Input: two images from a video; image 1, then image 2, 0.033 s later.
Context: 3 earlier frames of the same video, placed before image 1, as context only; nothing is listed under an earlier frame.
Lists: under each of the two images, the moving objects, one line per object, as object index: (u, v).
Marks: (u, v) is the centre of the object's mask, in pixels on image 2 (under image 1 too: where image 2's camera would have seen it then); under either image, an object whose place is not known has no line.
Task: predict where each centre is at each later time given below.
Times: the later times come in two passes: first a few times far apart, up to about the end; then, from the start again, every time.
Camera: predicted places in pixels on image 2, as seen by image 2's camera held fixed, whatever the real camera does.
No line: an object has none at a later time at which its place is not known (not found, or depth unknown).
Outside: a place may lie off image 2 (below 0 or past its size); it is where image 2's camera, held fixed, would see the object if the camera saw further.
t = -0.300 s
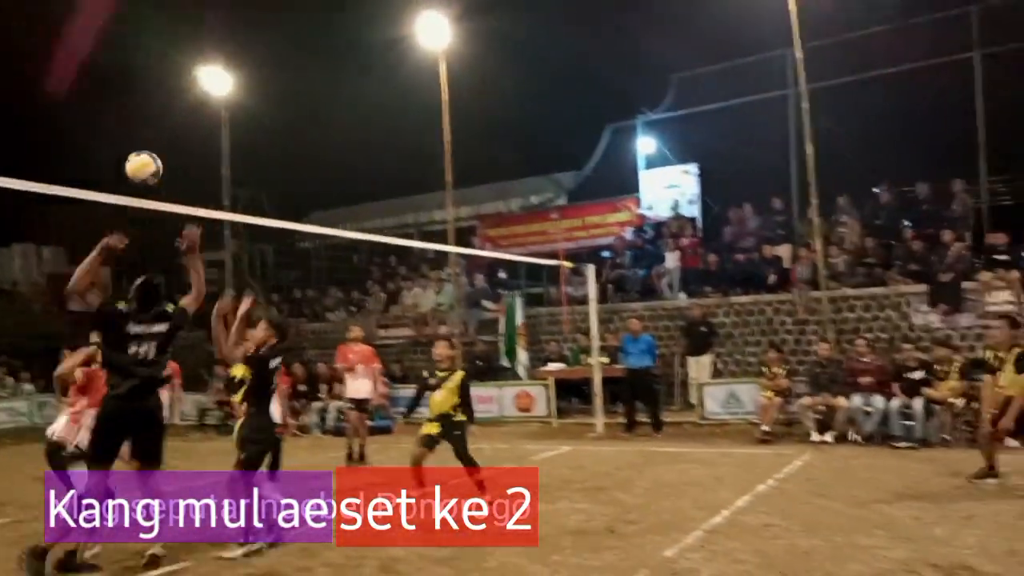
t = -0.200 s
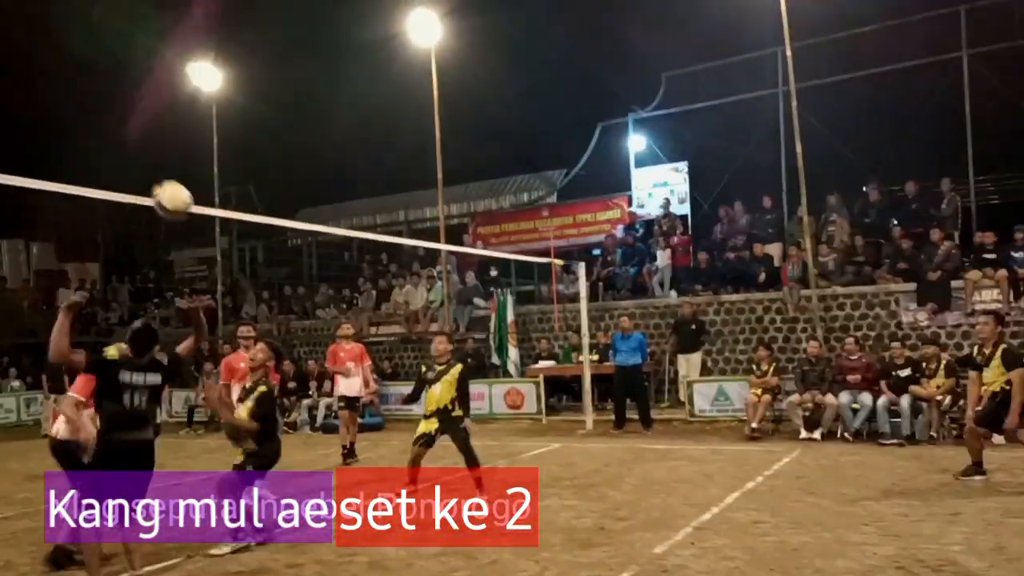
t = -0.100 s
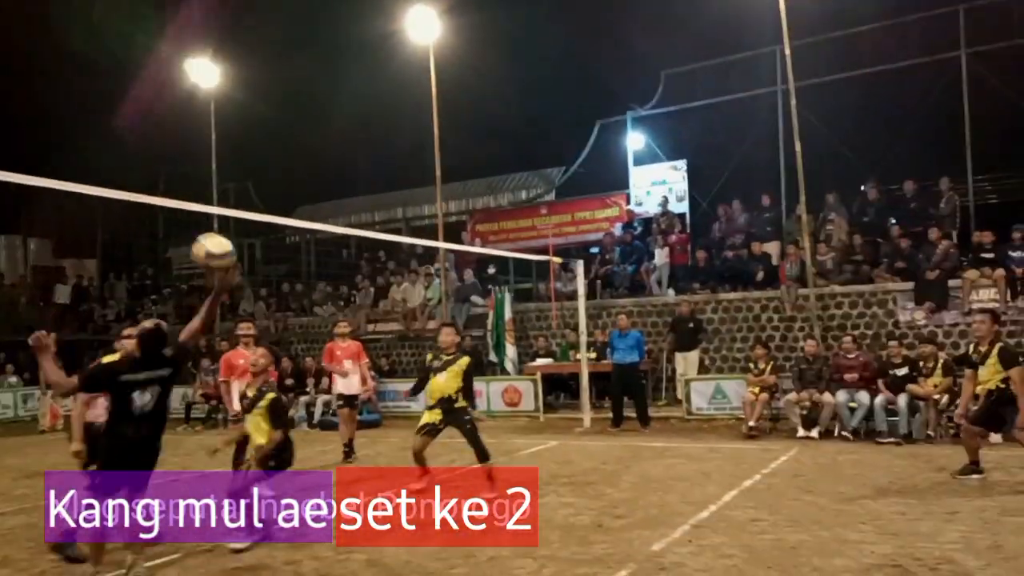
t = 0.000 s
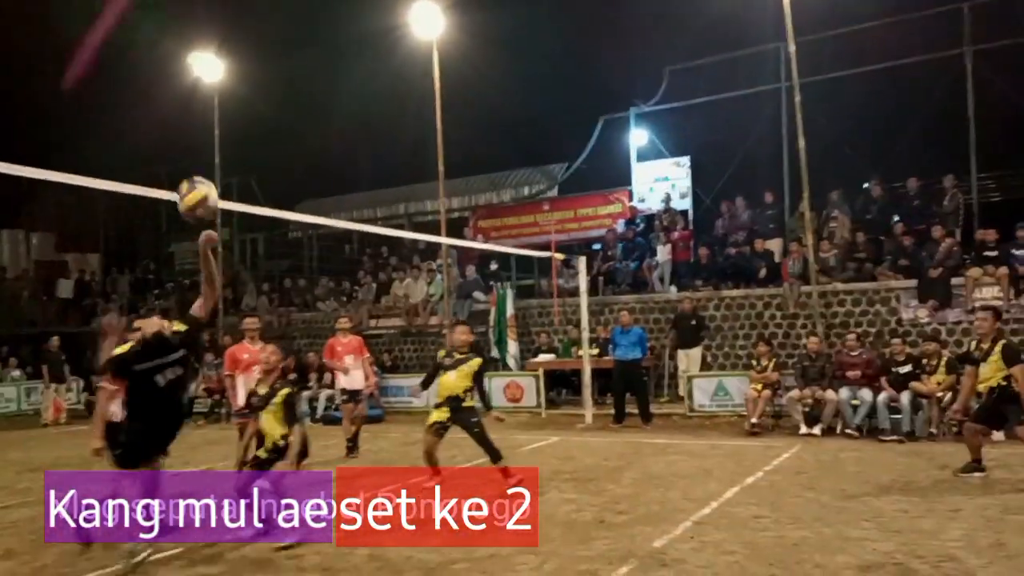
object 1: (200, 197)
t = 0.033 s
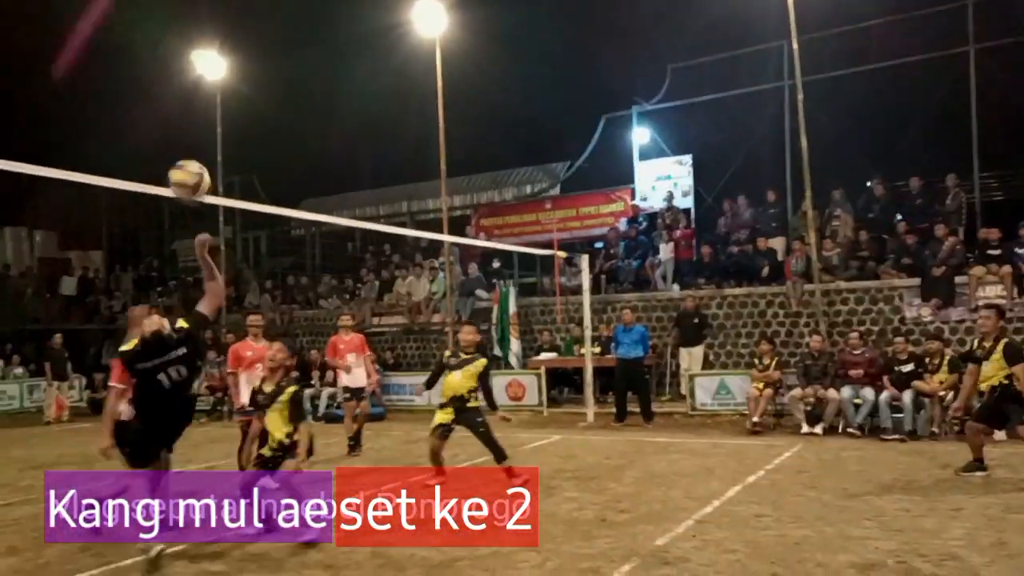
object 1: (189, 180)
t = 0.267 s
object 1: (107, 114)
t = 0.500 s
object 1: (11, 153)
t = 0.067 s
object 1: (178, 166)
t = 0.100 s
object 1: (166, 152)
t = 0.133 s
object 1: (156, 143)
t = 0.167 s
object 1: (143, 131)
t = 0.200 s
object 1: (131, 124)
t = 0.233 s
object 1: (120, 118)
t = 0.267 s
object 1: (107, 114)
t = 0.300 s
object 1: (94, 112)
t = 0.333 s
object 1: (81, 112)
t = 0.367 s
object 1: (67, 115)
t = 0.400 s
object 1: (54, 121)
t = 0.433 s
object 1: (40, 129)
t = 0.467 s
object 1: (26, 139)
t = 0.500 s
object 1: (11, 153)
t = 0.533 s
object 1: (-4, 169)
